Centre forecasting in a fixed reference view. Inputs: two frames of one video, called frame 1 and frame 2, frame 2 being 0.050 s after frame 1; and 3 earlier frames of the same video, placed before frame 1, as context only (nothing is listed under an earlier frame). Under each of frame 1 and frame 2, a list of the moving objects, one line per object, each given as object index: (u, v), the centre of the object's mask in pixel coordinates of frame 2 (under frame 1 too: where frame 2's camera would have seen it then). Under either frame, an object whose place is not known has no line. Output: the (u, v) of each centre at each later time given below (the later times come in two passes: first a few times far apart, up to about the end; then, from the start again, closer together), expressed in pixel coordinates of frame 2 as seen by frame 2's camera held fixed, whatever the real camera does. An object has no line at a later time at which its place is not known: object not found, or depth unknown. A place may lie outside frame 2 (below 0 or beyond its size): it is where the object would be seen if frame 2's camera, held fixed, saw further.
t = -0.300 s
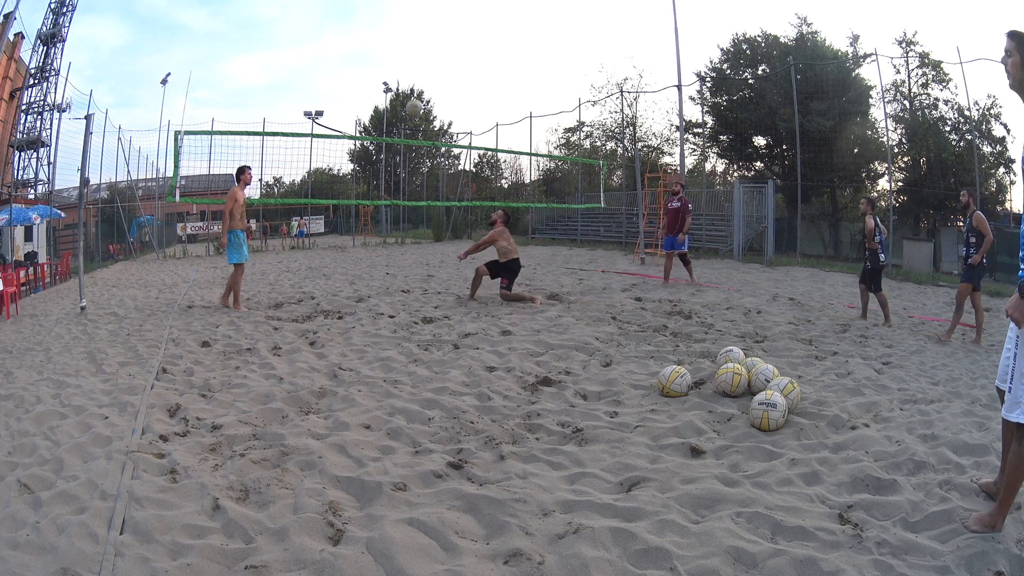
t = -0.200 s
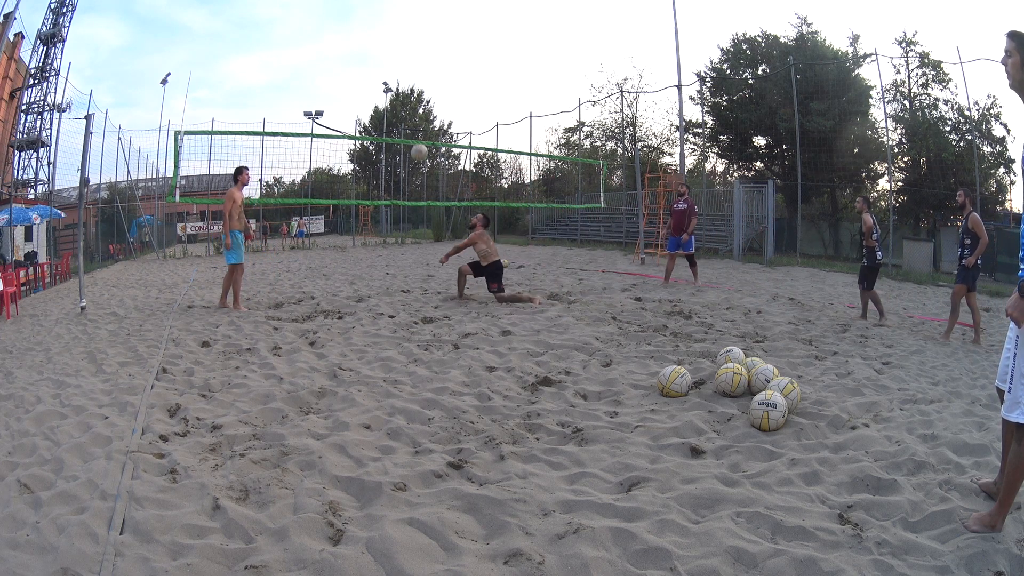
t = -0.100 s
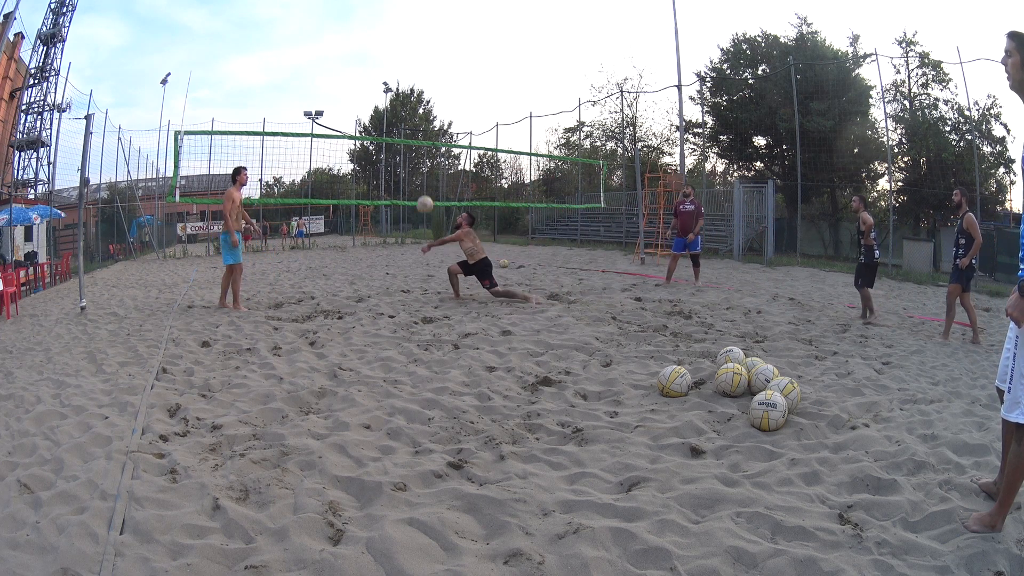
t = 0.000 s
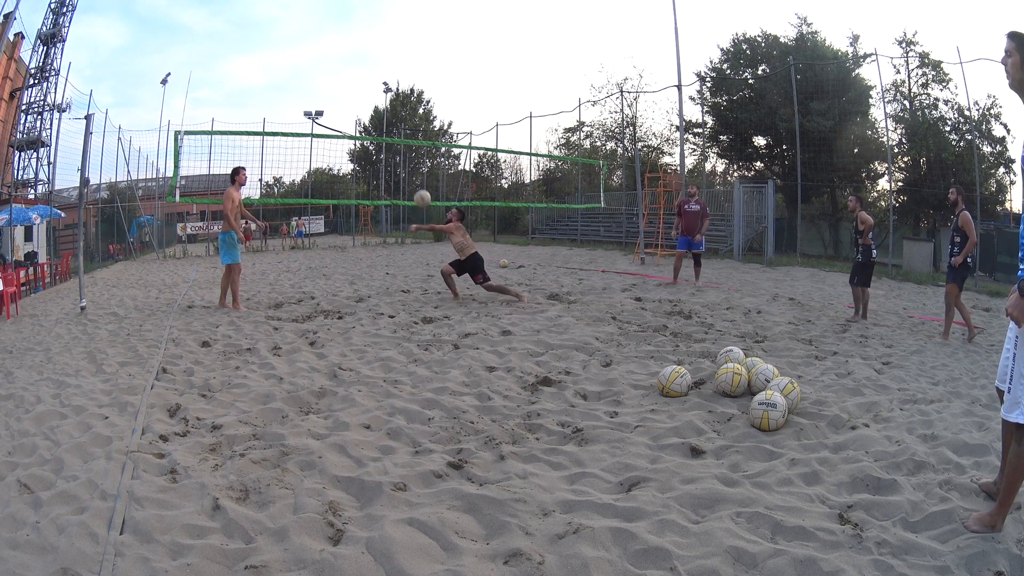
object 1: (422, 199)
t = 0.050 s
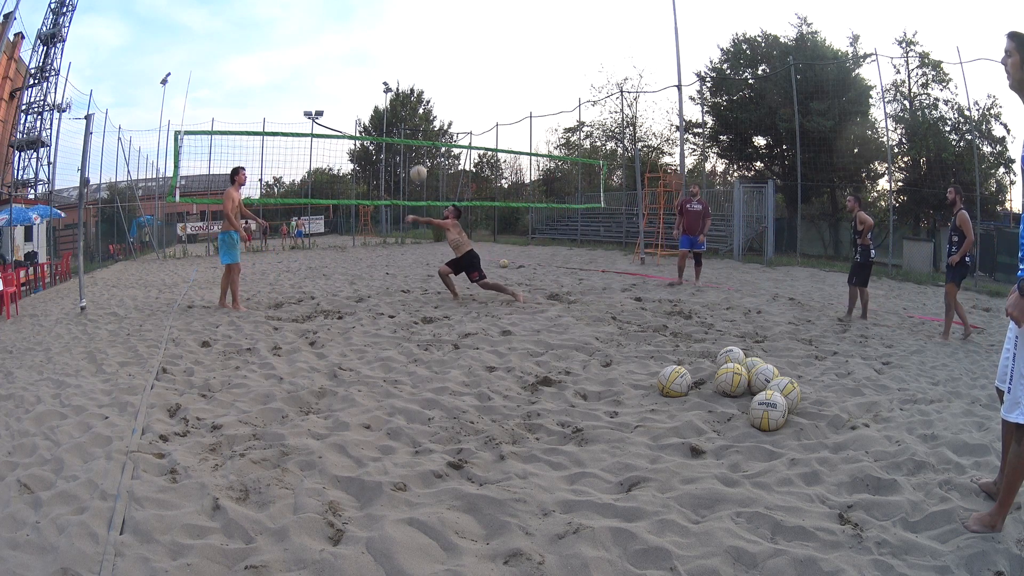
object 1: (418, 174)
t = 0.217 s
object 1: (406, 106)
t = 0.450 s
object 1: (391, 49)
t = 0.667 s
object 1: (376, 29)
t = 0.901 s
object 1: (358, 42)
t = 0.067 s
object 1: (417, 165)
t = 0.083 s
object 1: (415, 158)
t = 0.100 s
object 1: (414, 152)
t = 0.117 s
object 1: (413, 144)
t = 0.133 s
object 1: (412, 136)
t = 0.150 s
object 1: (411, 130)
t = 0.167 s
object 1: (410, 124)
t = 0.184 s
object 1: (409, 118)
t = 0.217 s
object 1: (406, 106)
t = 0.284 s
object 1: (402, 86)
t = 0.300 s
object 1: (401, 81)
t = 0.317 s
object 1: (400, 76)
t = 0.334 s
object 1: (399, 72)
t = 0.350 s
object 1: (398, 68)
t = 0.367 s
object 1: (396, 64)
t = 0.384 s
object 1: (395, 61)
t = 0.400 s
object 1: (394, 58)
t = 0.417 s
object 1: (393, 54)
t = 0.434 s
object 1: (392, 51)
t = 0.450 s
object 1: (391, 49)
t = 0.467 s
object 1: (390, 46)
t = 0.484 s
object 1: (389, 44)
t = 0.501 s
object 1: (388, 42)
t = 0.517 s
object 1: (387, 40)
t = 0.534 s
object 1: (386, 38)
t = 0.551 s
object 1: (385, 36)
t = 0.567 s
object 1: (384, 35)
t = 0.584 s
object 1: (382, 33)
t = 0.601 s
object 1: (381, 32)
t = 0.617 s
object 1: (380, 31)
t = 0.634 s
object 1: (379, 30)
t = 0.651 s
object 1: (378, 30)
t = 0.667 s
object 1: (376, 29)
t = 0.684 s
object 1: (375, 29)
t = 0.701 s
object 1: (374, 29)
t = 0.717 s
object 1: (373, 29)
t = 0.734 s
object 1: (371, 29)
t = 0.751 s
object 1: (370, 30)
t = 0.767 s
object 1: (369, 30)
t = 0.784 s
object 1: (367, 31)
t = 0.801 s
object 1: (366, 32)
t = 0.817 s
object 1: (365, 33)
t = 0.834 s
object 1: (363, 35)
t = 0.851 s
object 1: (362, 36)
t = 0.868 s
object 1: (360, 38)
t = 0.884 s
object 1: (359, 40)
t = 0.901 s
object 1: (358, 42)
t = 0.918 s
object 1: (356, 44)
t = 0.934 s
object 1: (355, 47)
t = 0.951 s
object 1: (353, 49)
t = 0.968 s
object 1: (352, 52)
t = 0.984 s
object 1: (350, 55)
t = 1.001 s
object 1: (348, 58)
